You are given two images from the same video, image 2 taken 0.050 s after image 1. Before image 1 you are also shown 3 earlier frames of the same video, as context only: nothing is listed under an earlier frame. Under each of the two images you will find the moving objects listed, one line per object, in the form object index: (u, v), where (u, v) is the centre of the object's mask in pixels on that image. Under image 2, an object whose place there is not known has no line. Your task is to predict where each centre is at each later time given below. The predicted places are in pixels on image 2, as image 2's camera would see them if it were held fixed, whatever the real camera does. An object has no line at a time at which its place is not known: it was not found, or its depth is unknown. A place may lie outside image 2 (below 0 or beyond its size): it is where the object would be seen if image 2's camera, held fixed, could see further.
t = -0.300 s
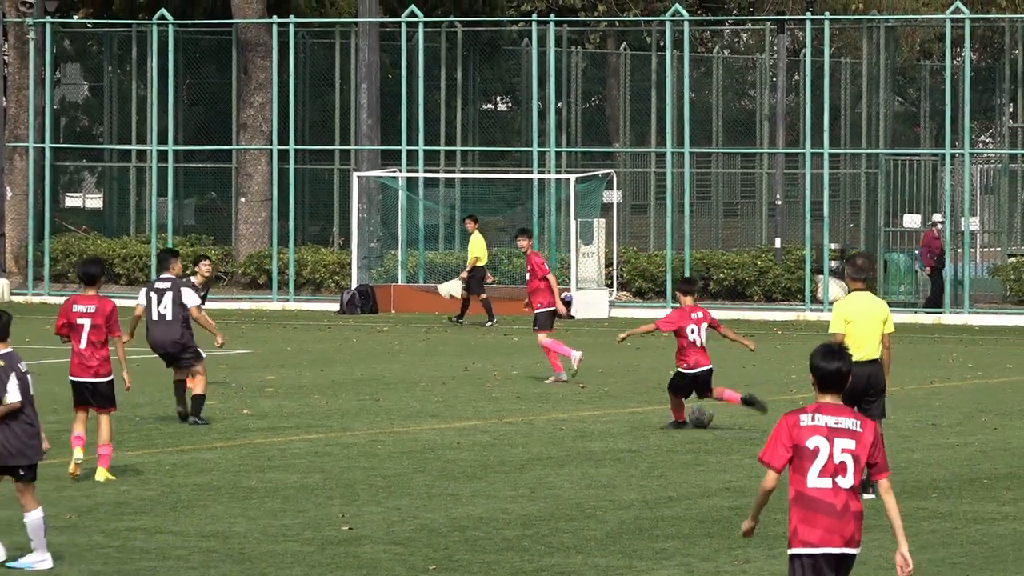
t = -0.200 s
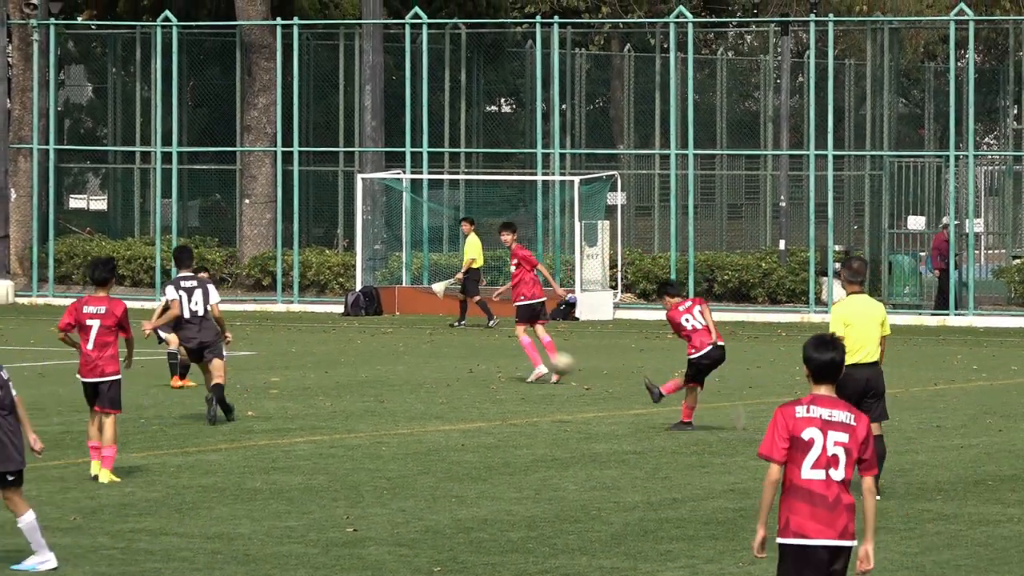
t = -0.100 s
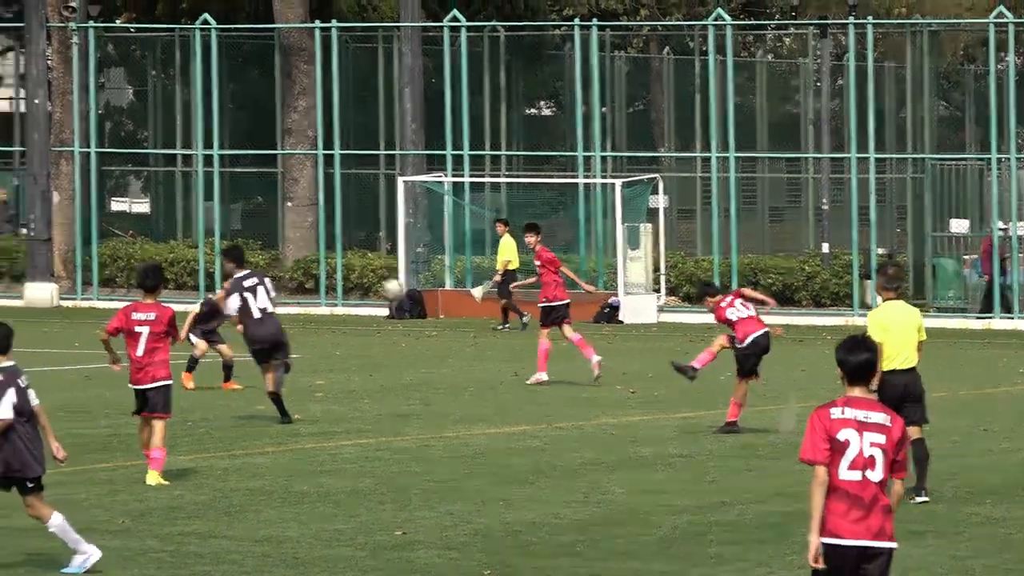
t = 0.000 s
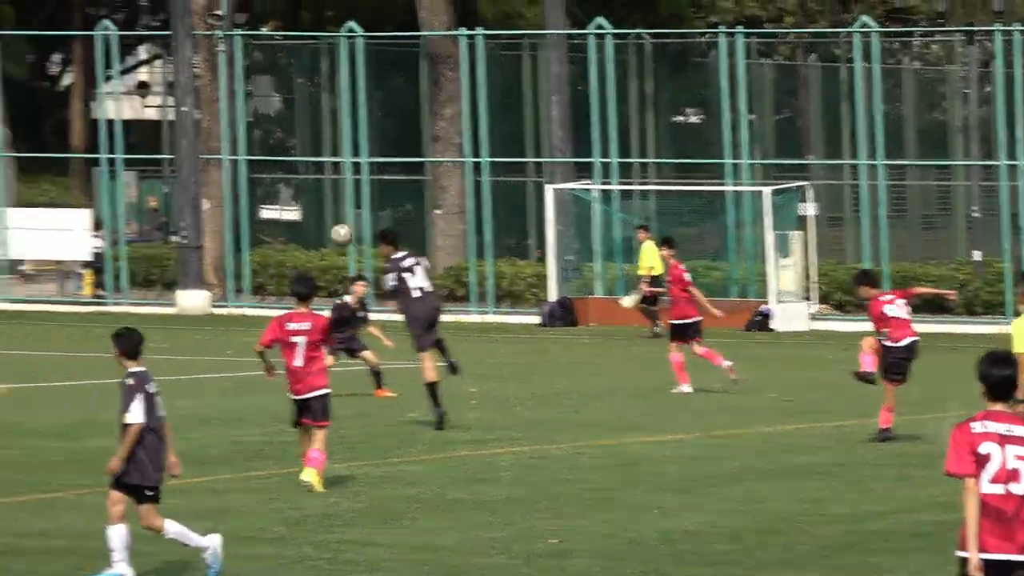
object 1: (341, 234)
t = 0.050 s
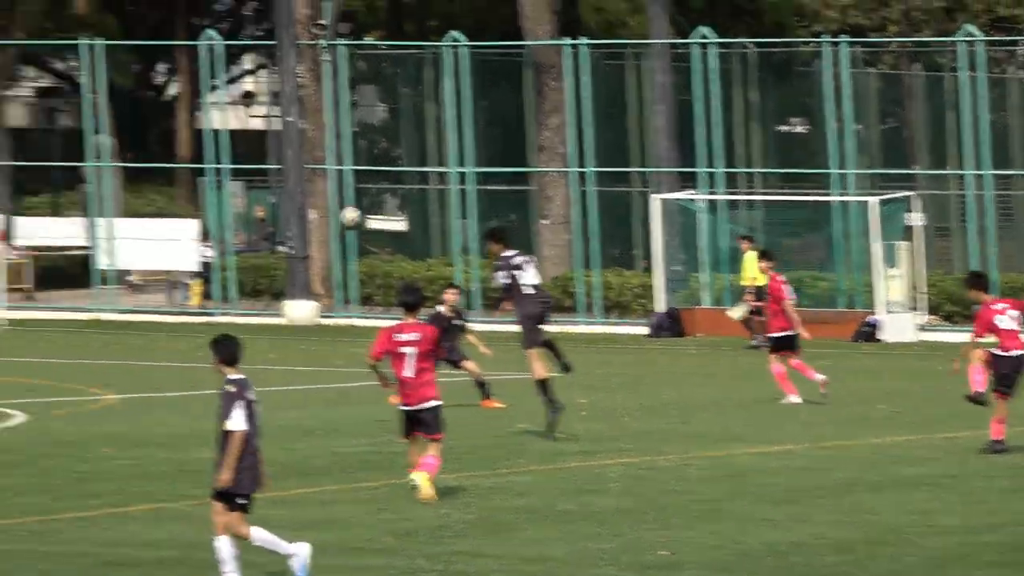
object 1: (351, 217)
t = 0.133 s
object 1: (200, 173)
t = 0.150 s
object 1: (171, 166)
